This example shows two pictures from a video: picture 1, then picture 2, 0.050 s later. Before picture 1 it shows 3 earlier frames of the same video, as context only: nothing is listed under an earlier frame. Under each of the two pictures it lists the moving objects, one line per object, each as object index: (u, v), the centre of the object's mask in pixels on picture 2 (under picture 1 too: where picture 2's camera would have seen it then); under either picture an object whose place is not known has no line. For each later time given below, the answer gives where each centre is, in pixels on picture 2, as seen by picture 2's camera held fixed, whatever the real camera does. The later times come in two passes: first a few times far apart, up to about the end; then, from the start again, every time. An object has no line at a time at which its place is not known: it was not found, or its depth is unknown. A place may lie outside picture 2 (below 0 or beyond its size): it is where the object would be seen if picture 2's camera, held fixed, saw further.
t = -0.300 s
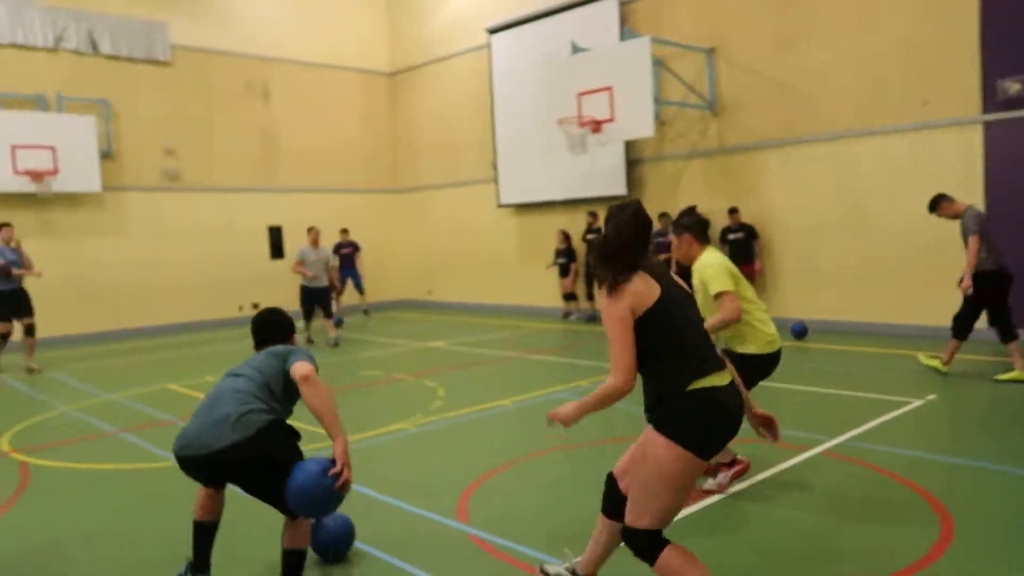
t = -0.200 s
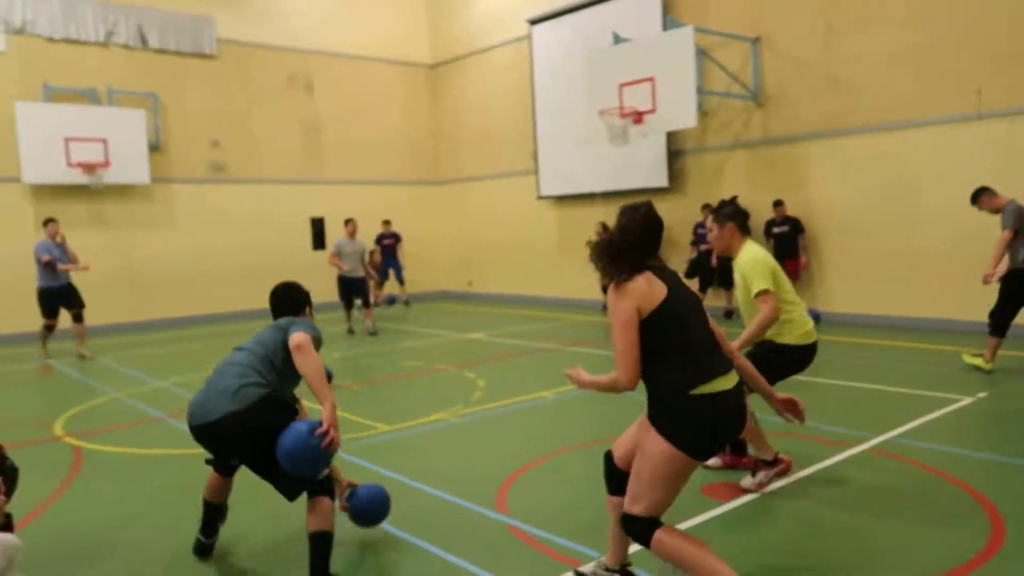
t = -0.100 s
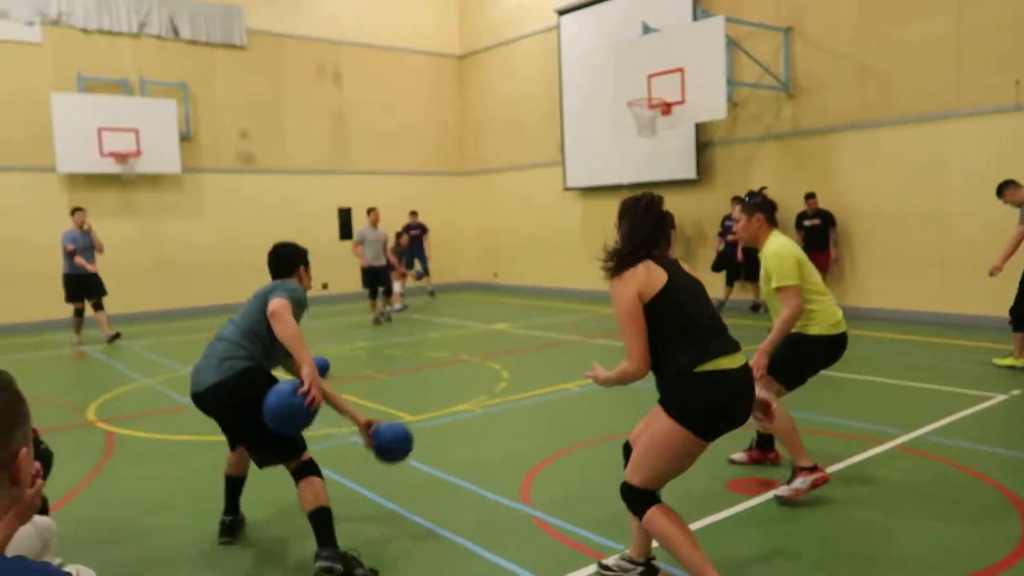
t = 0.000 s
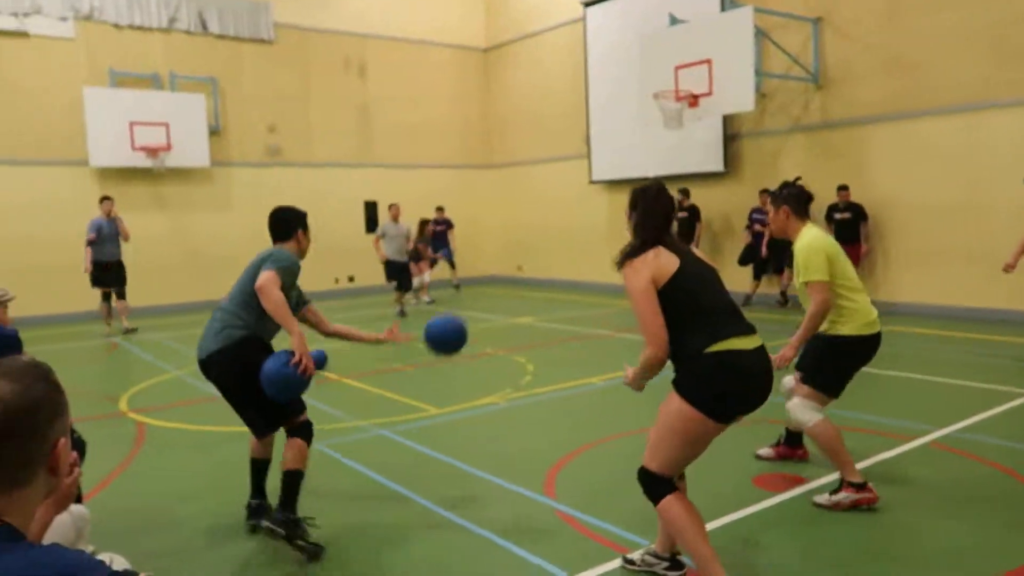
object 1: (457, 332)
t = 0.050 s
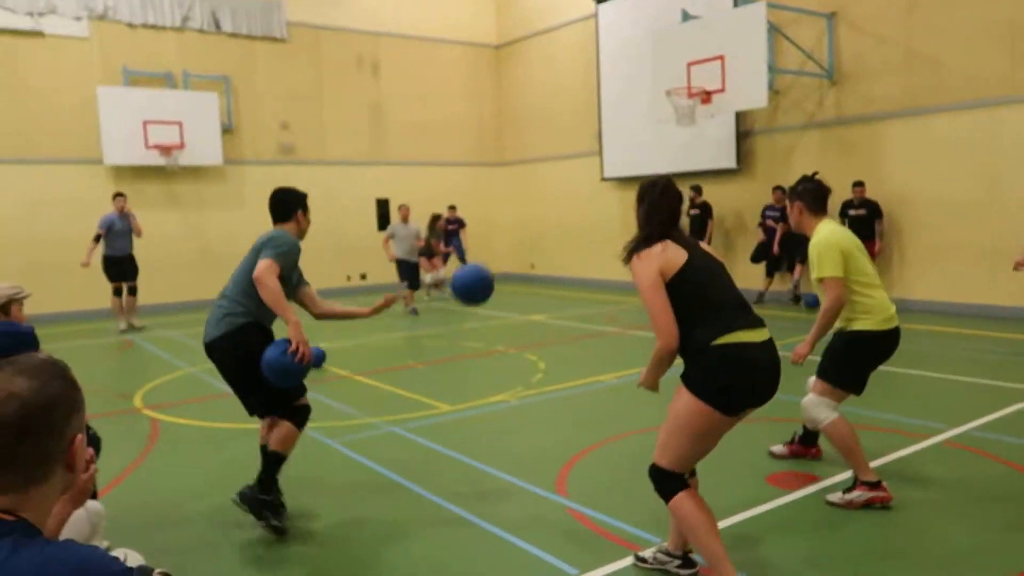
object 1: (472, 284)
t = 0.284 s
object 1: (543, 122)
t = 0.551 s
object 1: (631, 72)
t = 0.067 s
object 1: (477, 270)
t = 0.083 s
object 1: (482, 255)
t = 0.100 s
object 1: (488, 240)
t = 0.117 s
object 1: (493, 227)
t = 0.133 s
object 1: (497, 214)
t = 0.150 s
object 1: (502, 202)
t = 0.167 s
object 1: (507, 190)
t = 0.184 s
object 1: (513, 179)
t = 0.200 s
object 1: (518, 168)
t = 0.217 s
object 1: (522, 157)
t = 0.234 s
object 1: (528, 148)
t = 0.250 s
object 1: (533, 139)
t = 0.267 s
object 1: (538, 130)
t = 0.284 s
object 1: (543, 122)
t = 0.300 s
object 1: (548, 115)
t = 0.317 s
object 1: (554, 108)
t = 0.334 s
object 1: (559, 101)
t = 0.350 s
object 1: (564, 96)
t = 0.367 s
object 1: (569, 91)
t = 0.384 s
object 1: (574, 86)
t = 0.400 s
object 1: (580, 82)
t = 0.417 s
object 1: (585, 78)
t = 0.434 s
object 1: (591, 76)
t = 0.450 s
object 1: (596, 73)
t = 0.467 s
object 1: (602, 72)
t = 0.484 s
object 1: (608, 71)
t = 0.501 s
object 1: (614, 70)
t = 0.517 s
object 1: (620, 70)
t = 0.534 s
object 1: (625, 71)
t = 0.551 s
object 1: (631, 72)
